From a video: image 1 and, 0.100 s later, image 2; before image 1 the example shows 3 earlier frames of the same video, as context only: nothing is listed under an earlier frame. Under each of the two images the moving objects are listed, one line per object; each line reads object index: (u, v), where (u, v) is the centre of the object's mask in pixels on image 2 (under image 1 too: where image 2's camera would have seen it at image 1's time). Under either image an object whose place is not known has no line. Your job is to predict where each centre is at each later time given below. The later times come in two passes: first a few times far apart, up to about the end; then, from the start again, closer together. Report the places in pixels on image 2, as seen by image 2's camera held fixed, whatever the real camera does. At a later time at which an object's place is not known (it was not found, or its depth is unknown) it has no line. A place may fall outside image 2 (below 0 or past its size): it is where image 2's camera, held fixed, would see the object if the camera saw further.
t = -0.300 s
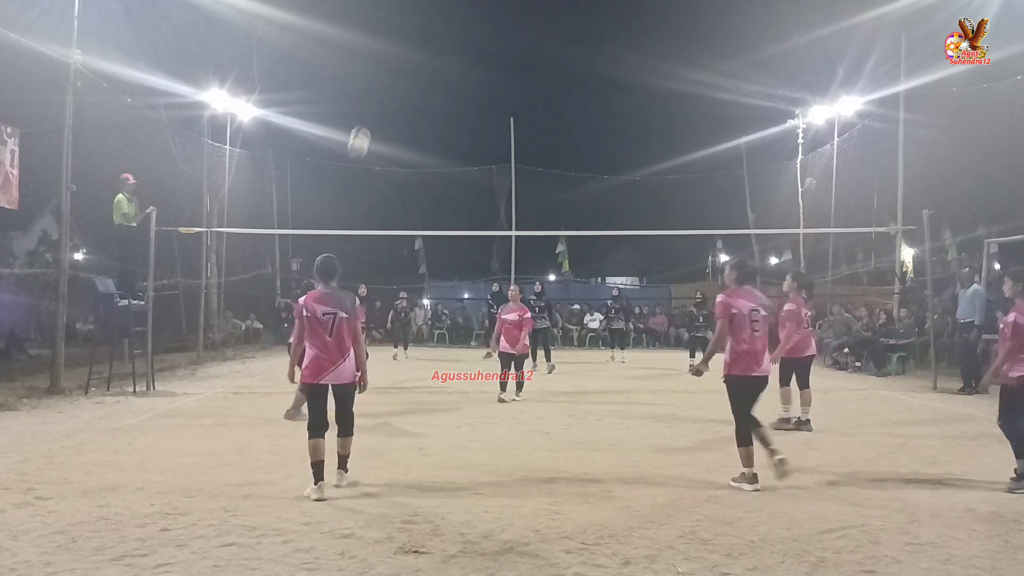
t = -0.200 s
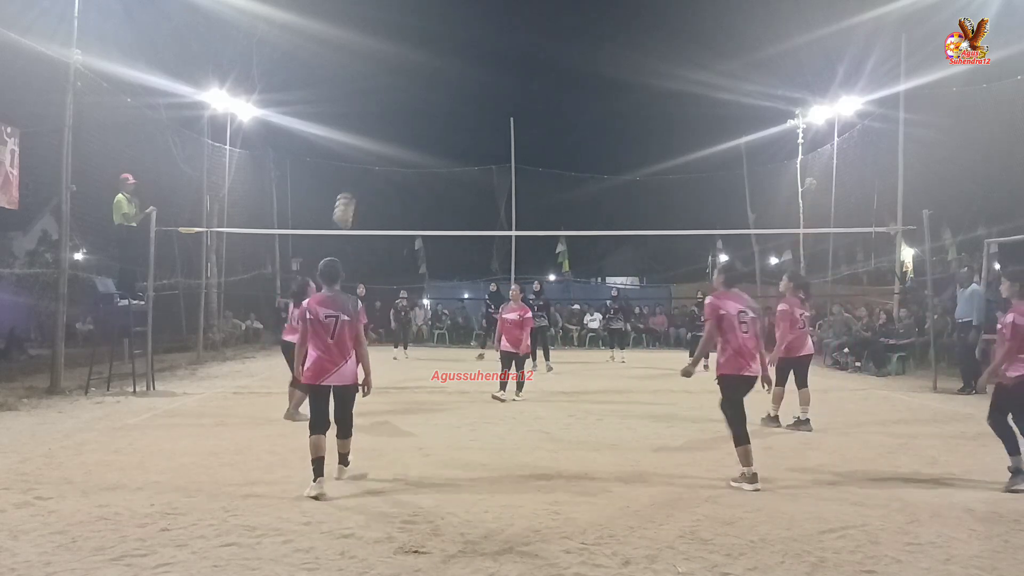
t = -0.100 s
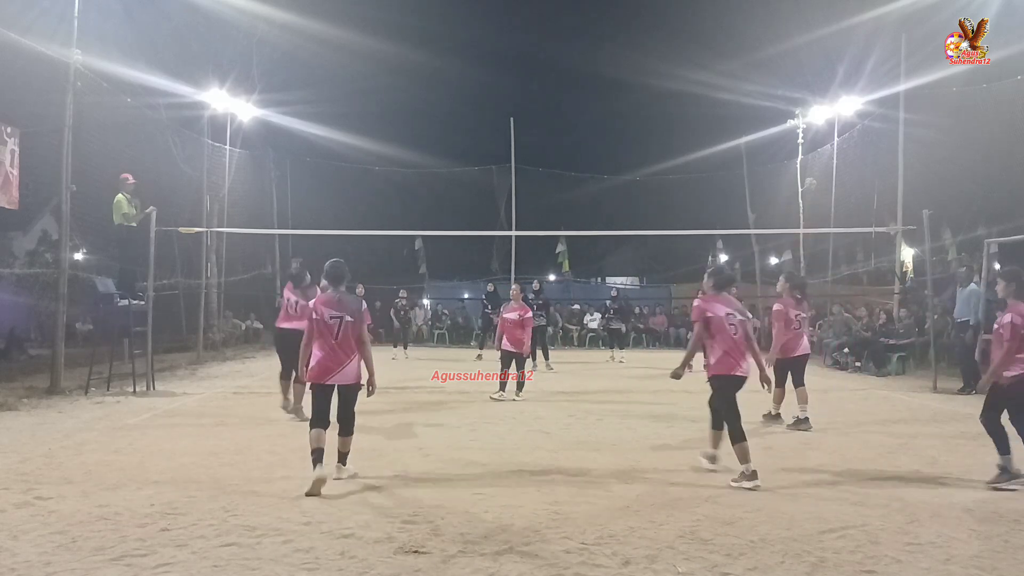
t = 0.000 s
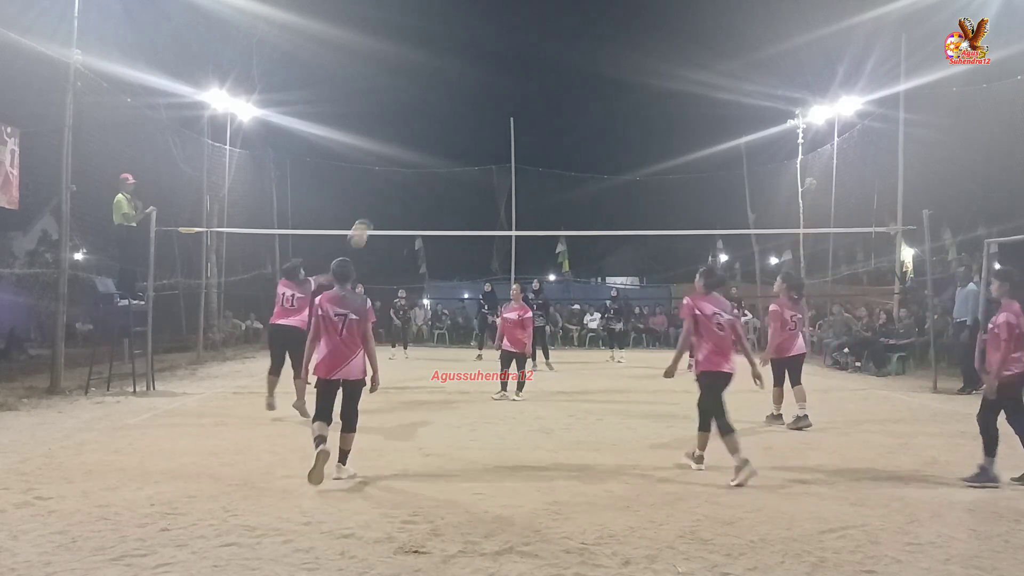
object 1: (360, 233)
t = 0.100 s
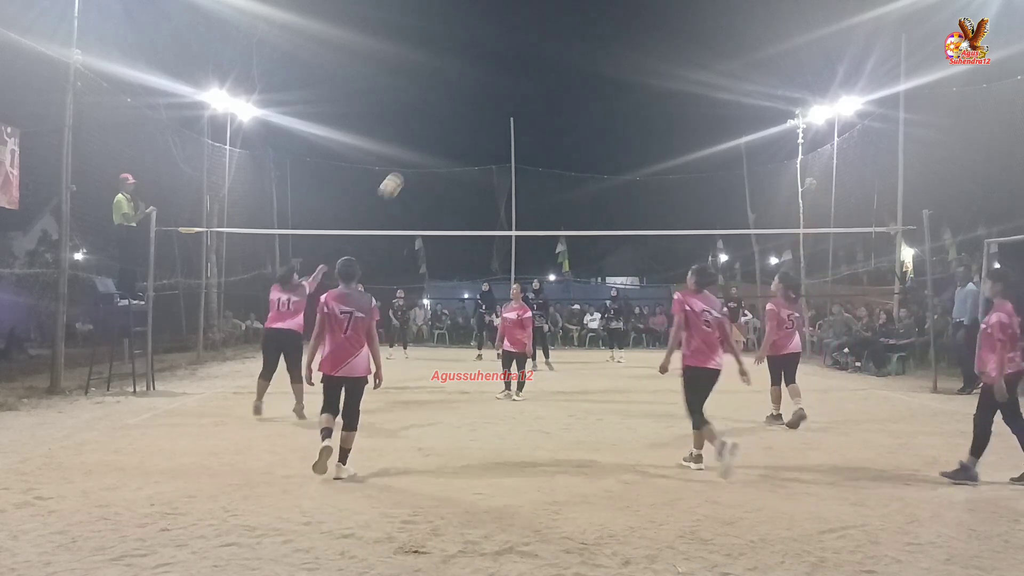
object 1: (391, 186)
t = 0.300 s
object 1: (451, 121)
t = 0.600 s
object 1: (538, 89)
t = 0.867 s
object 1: (608, 122)
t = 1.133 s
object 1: (672, 209)
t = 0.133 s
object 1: (401, 173)
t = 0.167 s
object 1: (411, 161)
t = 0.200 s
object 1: (422, 149)
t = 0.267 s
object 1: (441, 130)
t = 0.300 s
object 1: (451, 121)
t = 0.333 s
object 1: (462, 113)
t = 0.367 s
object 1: (471, 107)
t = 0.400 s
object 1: (481, 102)
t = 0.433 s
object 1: (491, 97)
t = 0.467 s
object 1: (500, 94)
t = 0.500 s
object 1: (510, 91)
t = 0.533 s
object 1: (519, 89)
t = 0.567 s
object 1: (527, 88)
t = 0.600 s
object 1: (538, 89)
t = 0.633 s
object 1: (546, 90)
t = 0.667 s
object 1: (555, 92)
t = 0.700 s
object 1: (565, 95)
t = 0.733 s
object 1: (573, 98)
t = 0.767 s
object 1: (582, 103)
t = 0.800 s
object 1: (591, 109)
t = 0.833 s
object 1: (598, 114)
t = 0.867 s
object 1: (608, 122)
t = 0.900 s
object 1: (616, 131)
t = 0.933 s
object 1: (624, 139)
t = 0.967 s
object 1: (633, 150)
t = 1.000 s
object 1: (640, 158)
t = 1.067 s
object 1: (656, 182)
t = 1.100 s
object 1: (663, 193)
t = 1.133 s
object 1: (672, 209)
